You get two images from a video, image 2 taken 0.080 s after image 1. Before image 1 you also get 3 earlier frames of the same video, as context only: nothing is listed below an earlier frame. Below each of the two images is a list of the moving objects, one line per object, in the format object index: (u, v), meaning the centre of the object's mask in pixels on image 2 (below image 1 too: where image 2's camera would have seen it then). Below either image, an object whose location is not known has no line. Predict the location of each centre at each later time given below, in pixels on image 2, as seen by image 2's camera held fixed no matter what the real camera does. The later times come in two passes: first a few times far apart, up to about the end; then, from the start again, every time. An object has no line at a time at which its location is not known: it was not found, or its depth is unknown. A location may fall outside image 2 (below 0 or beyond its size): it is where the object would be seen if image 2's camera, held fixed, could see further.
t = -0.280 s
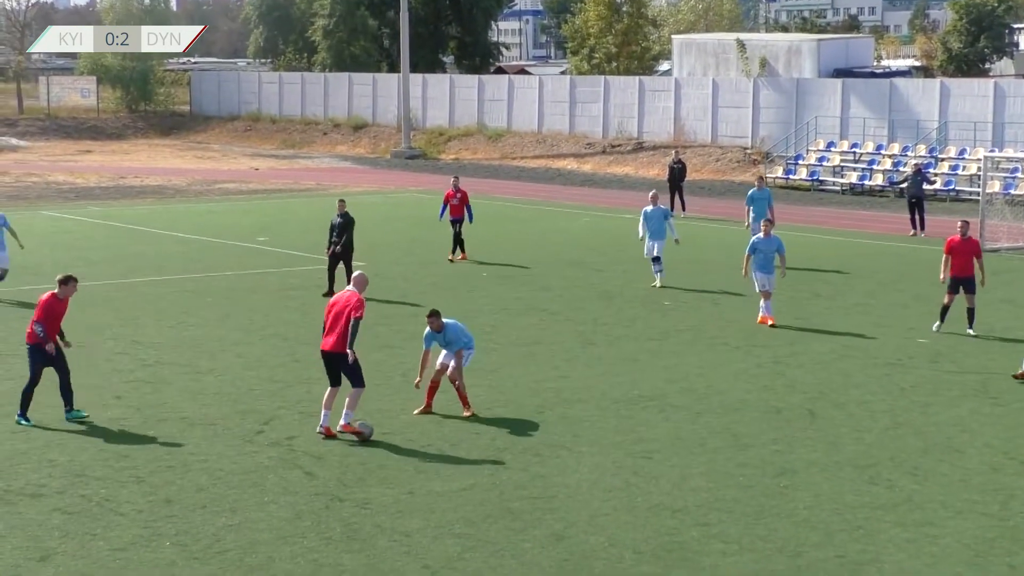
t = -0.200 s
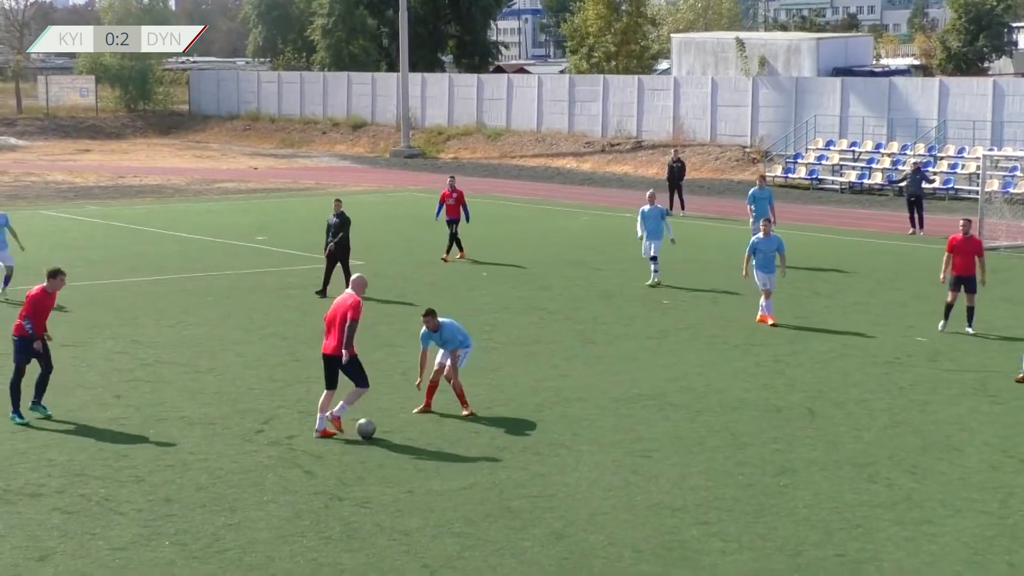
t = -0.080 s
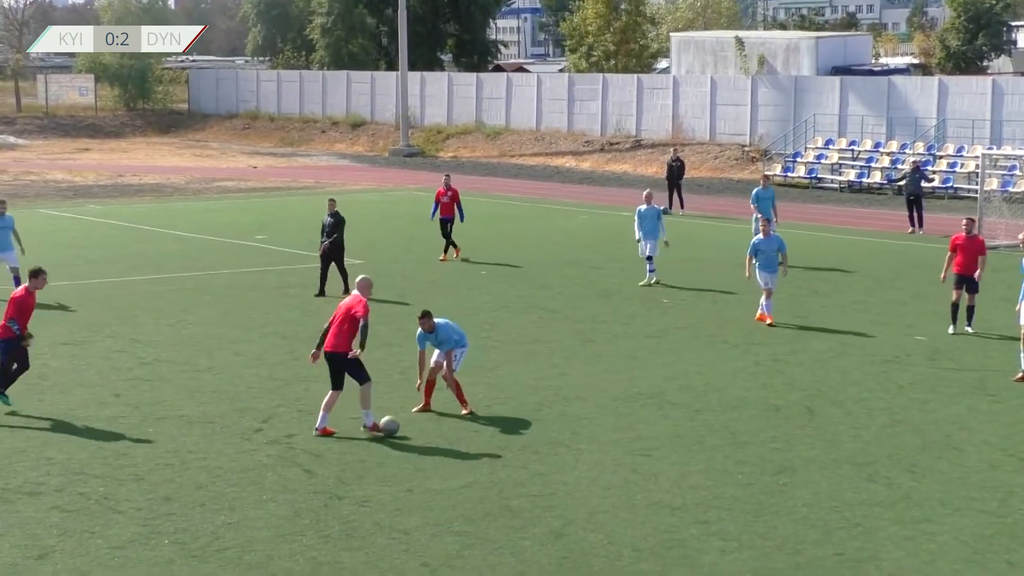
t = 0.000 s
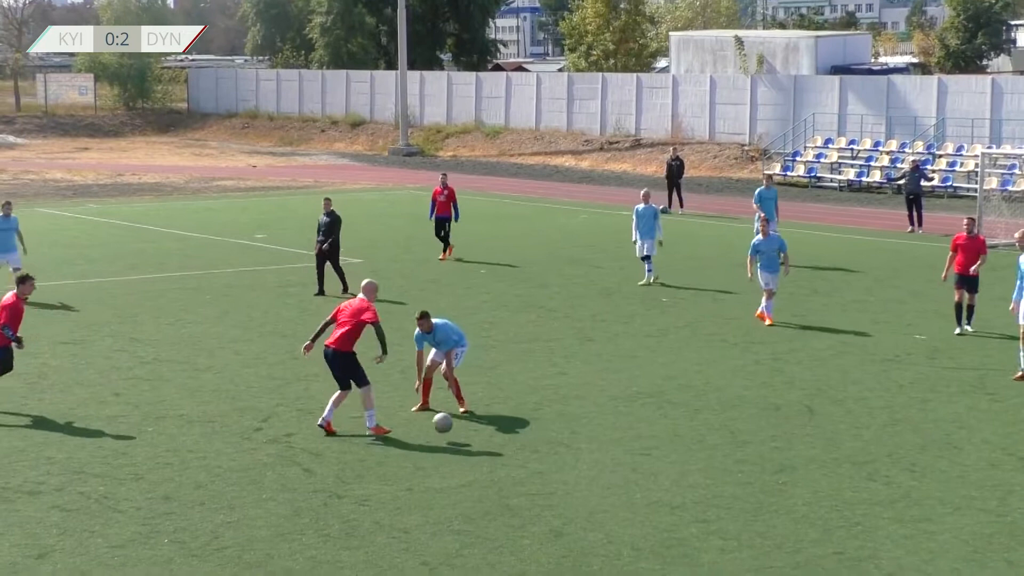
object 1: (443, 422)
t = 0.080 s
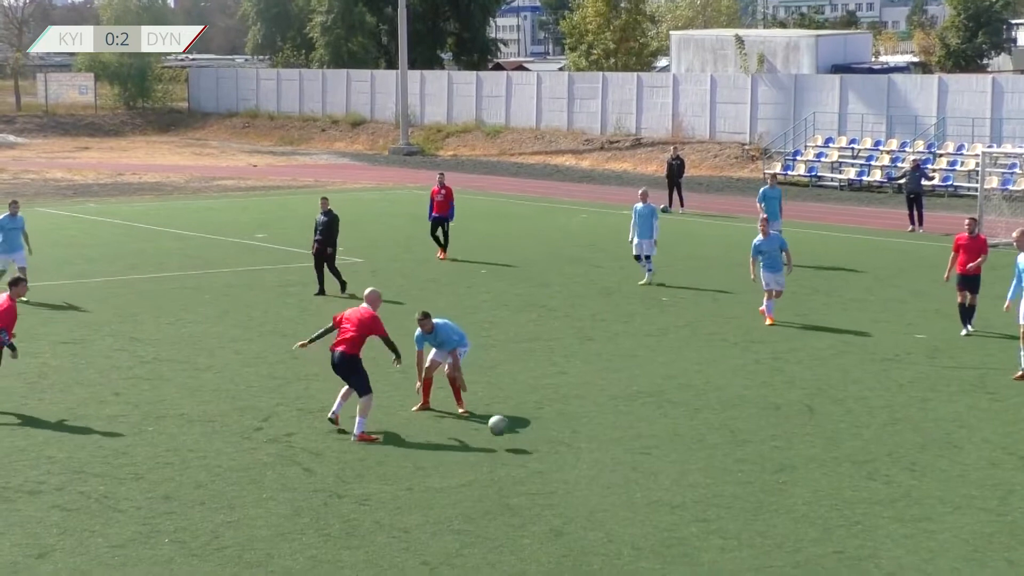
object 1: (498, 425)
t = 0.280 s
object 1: (637, 449)
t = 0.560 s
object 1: (808, 465)
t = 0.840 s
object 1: (955, 483)
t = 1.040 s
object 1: (1060, 501)
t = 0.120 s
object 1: (526, 429)
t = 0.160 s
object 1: (555, 435)
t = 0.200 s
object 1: (584, 441)
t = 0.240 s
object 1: (613, 450)
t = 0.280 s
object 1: (637, 449)
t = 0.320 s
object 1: (661, 448)
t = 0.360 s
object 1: (686, 449)
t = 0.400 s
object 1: (708, 451)
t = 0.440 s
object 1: (734, 455)
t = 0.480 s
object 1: (760, 460)
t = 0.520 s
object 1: (786, 468)
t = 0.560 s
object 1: (808, 465)
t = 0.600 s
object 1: (829, 465)
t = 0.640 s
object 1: (850, 467)
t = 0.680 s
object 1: (871, 470)
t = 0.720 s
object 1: (893, 475)
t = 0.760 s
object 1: (914, 481)
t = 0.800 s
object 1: (934, 481)
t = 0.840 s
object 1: (955, 483)
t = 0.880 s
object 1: (976, 487)
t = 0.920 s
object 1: (997, 492)
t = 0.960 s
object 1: (1018, 494)
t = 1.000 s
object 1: (1039, 497)
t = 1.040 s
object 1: (1060, 501)
